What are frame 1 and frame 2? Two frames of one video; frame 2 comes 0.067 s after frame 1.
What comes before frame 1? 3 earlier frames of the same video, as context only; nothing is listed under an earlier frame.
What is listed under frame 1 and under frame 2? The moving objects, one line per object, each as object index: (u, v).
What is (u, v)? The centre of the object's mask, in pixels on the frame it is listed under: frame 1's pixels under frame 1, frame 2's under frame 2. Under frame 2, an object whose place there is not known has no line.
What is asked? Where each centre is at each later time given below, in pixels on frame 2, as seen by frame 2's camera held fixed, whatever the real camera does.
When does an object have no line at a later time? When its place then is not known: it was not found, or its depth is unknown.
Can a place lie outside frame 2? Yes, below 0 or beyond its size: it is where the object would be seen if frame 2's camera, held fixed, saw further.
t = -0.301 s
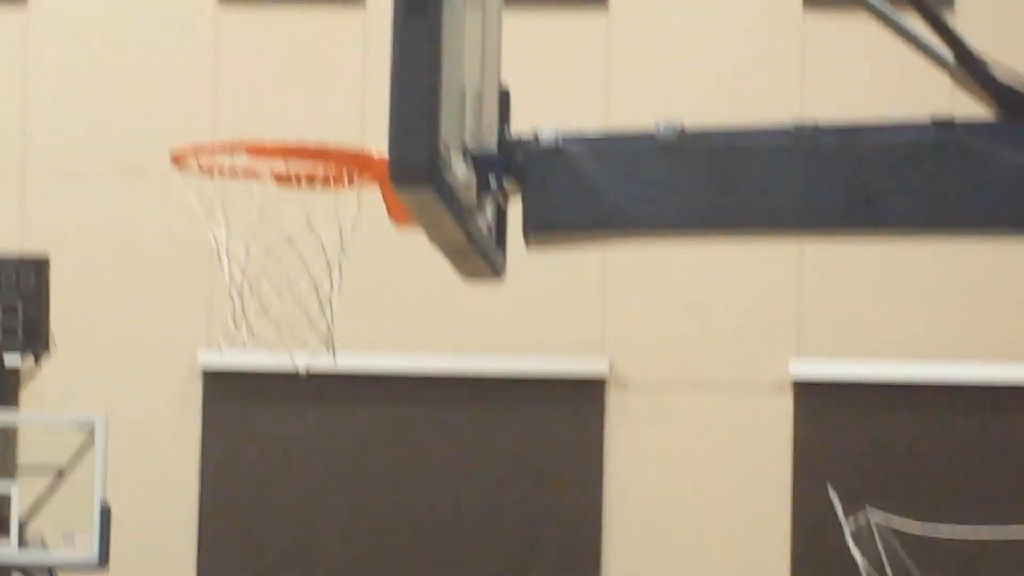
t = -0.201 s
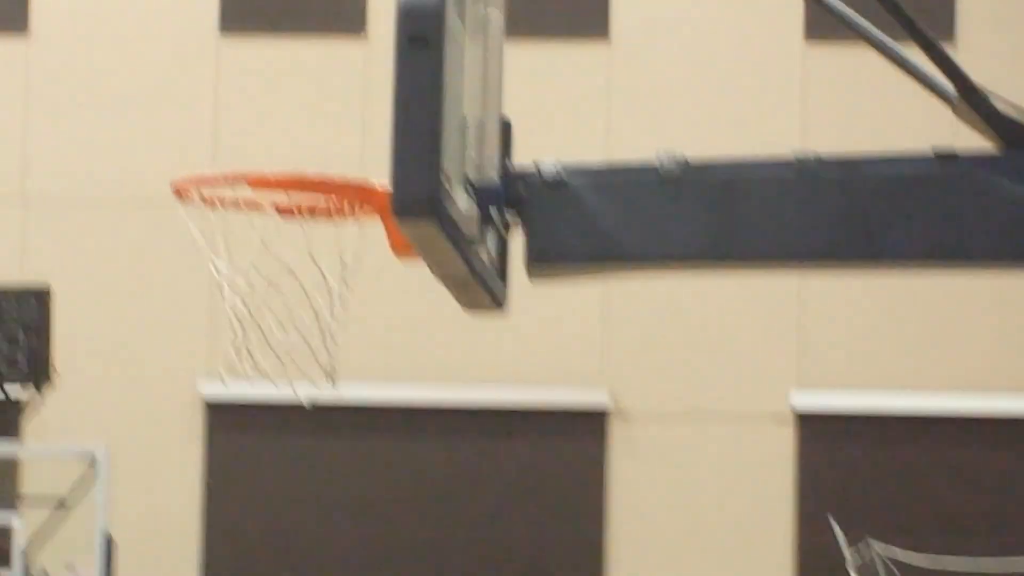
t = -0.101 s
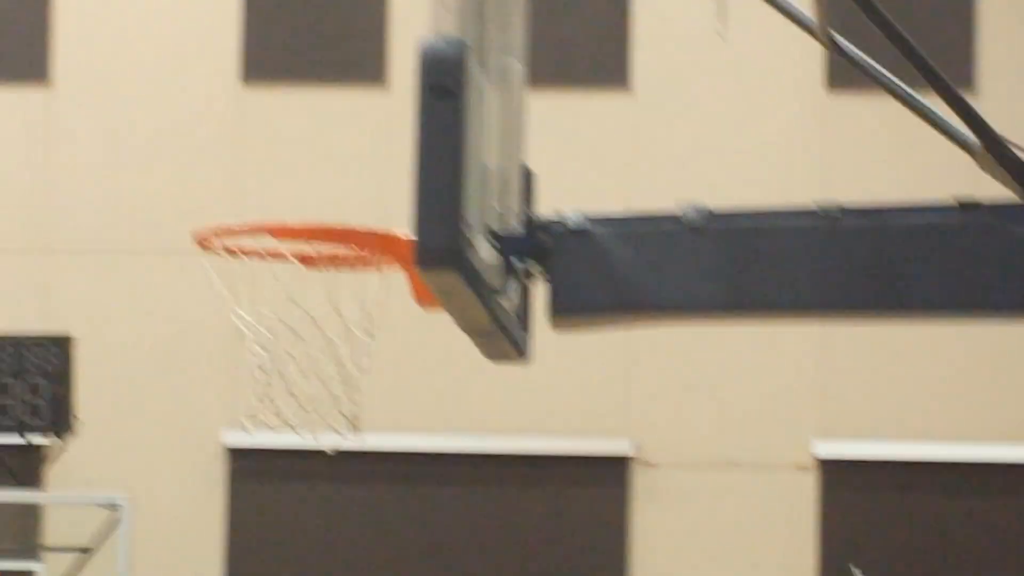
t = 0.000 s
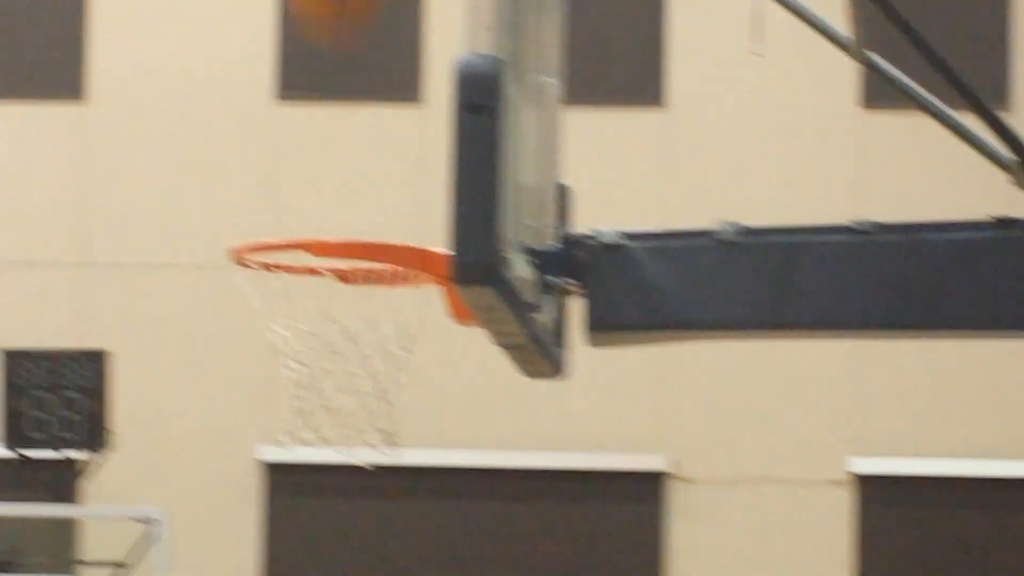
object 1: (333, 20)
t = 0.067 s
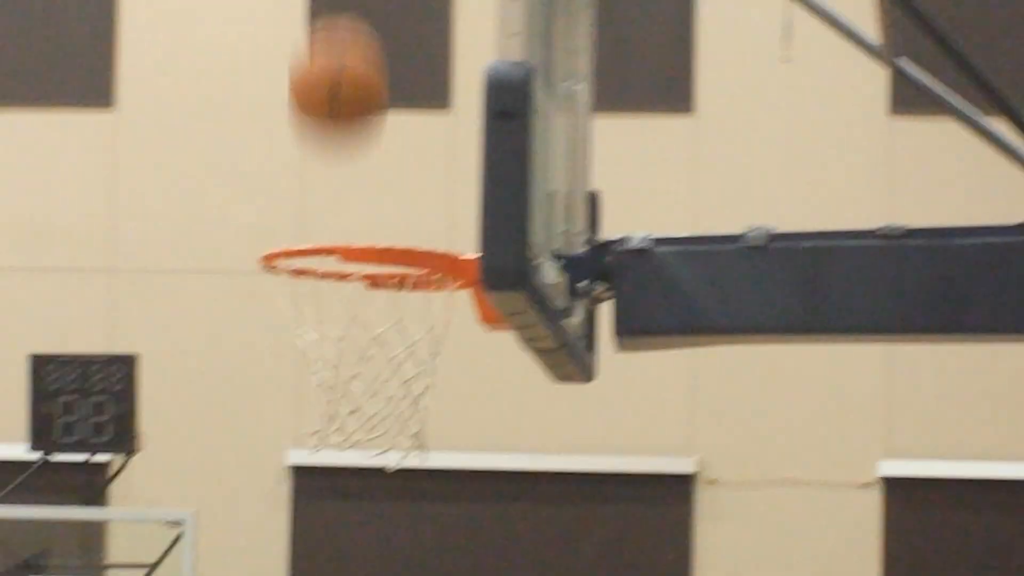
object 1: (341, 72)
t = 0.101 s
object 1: (327, 133)
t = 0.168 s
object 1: (351, 203)
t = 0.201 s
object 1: (394, 191)
